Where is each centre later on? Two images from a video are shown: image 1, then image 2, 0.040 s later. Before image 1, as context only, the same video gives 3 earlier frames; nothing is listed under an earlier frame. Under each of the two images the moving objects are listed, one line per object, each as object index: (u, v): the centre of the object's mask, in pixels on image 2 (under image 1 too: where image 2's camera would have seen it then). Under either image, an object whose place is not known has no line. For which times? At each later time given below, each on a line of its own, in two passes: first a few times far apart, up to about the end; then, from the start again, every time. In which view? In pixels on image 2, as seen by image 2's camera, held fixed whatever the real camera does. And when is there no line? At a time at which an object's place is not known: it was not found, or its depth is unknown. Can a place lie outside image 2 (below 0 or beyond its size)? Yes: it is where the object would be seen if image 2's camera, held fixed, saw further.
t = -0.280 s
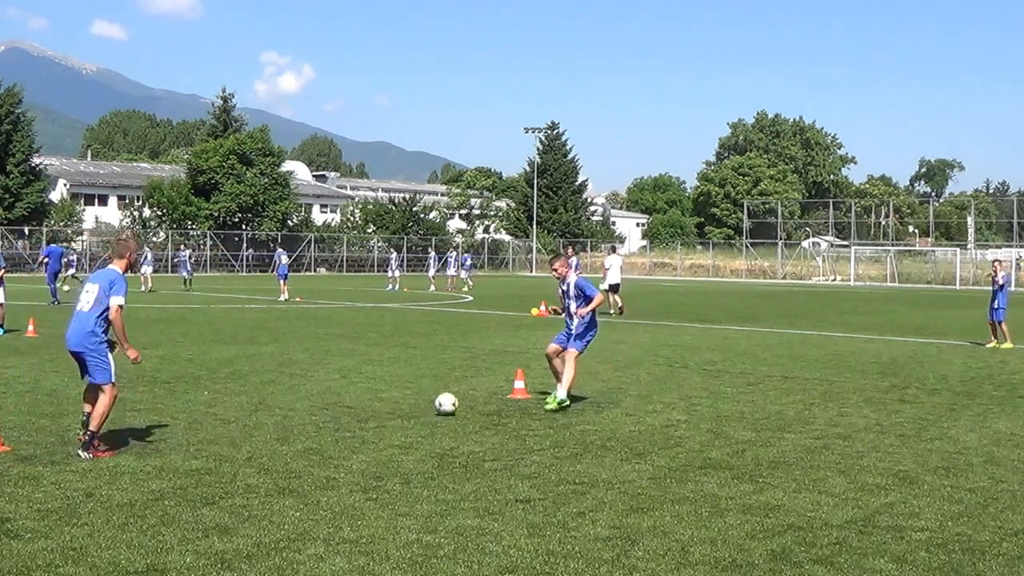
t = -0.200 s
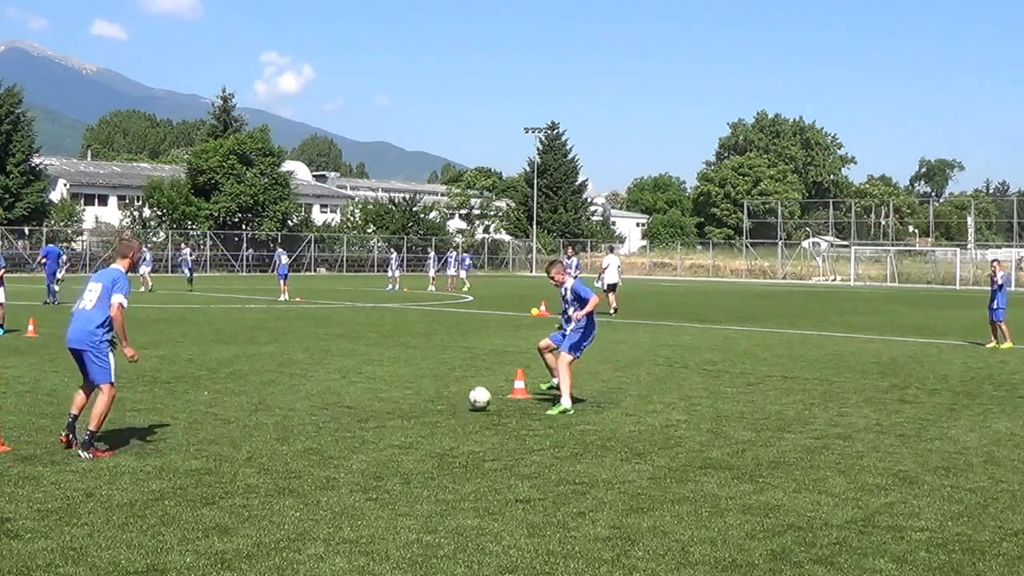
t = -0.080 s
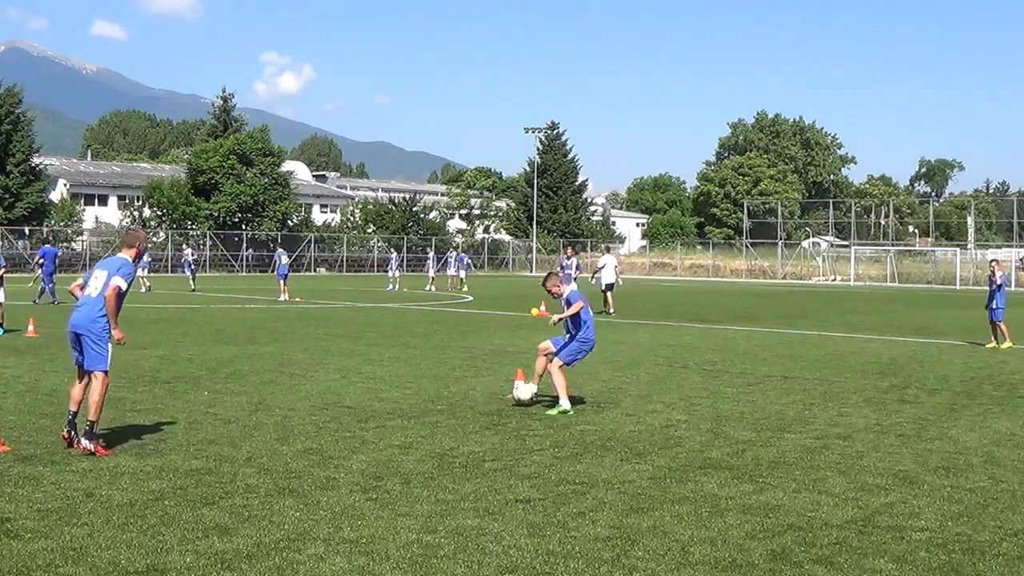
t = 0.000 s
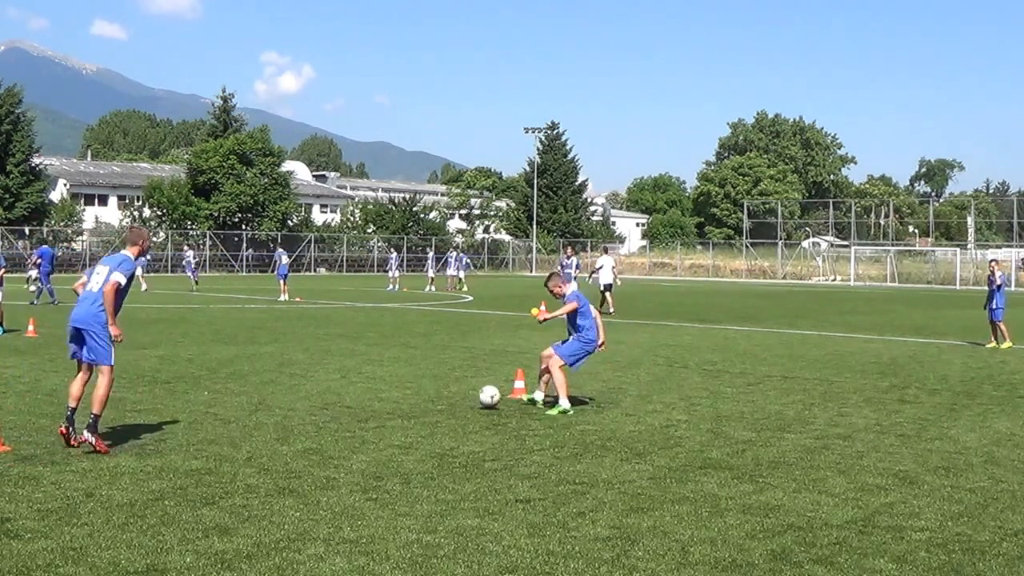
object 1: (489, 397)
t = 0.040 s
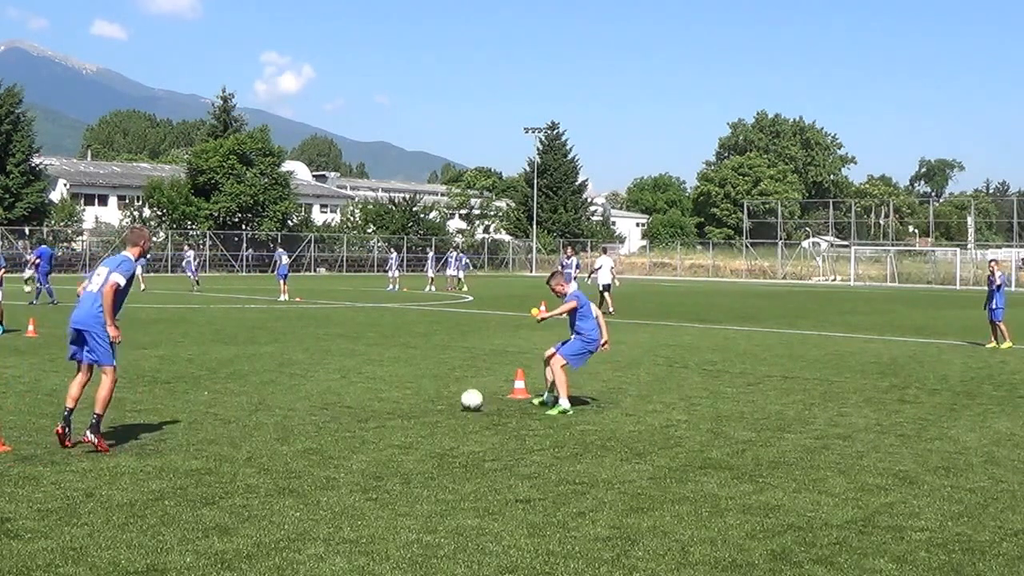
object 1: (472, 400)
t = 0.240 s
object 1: (399, 407)
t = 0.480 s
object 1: (332, 413)
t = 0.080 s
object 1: (455, 402)
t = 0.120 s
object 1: (442, 402)
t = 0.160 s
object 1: (428, 402)
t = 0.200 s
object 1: (414, 404)
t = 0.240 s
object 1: (399, 407)
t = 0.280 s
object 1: (386, 409)
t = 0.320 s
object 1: (375, 409)
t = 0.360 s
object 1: (364, 411)
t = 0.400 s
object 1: (352, 413)
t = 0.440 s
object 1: (342, 412)
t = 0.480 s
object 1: (332, 413)
